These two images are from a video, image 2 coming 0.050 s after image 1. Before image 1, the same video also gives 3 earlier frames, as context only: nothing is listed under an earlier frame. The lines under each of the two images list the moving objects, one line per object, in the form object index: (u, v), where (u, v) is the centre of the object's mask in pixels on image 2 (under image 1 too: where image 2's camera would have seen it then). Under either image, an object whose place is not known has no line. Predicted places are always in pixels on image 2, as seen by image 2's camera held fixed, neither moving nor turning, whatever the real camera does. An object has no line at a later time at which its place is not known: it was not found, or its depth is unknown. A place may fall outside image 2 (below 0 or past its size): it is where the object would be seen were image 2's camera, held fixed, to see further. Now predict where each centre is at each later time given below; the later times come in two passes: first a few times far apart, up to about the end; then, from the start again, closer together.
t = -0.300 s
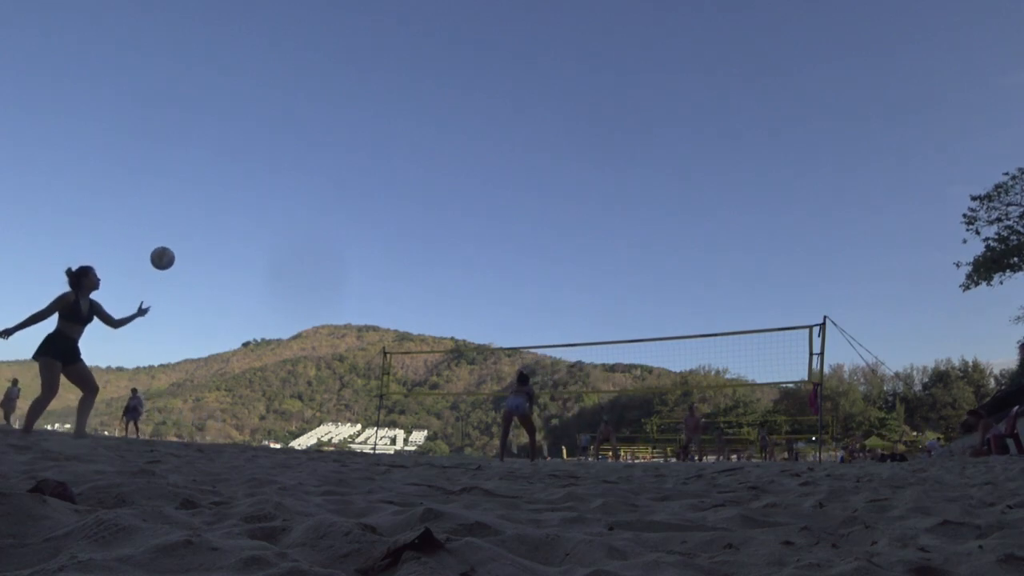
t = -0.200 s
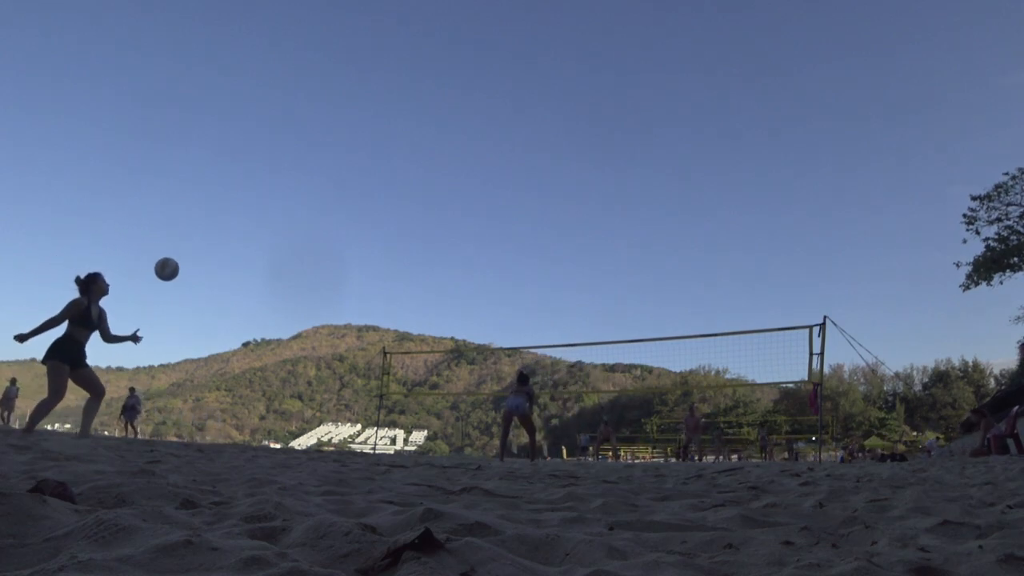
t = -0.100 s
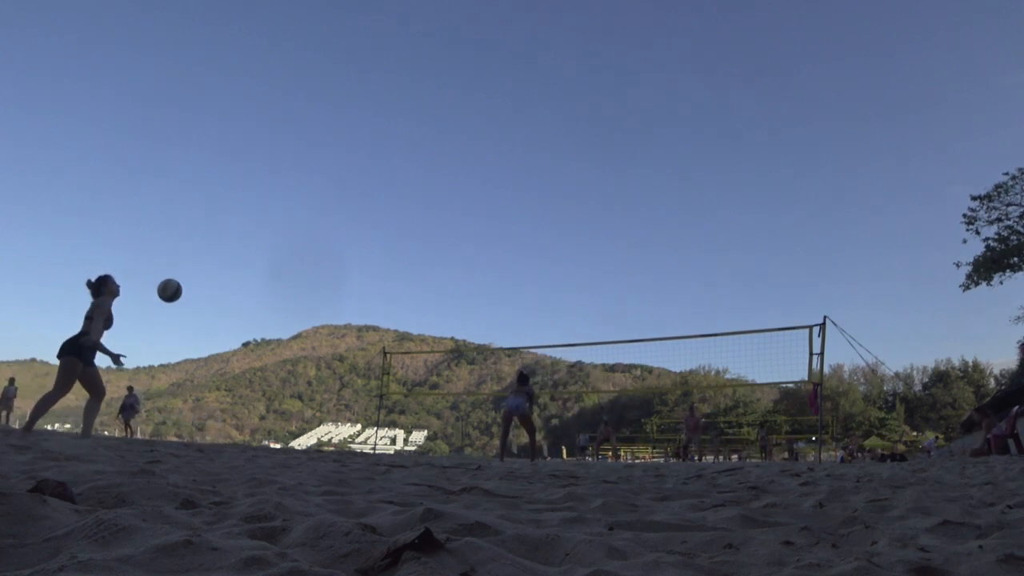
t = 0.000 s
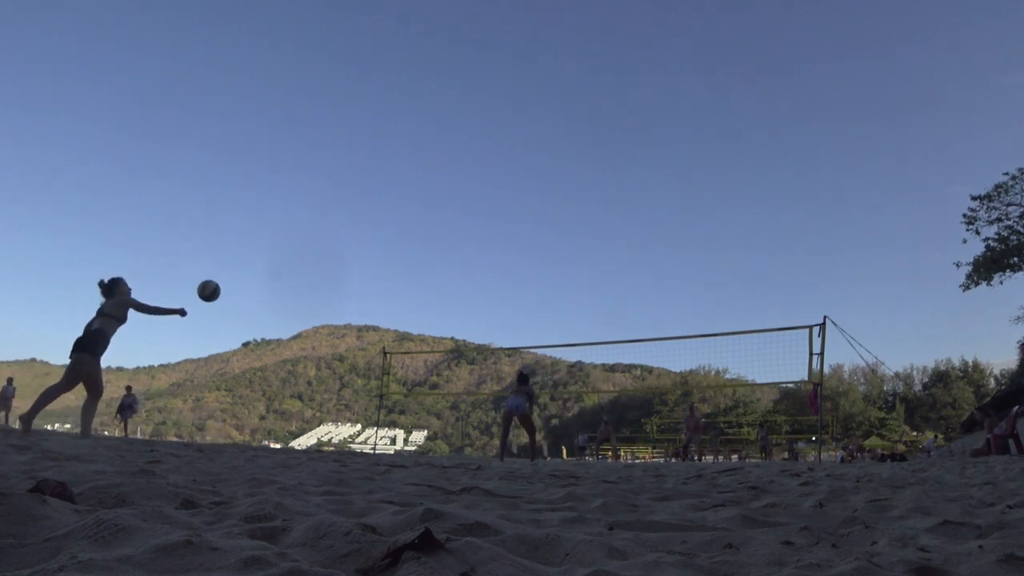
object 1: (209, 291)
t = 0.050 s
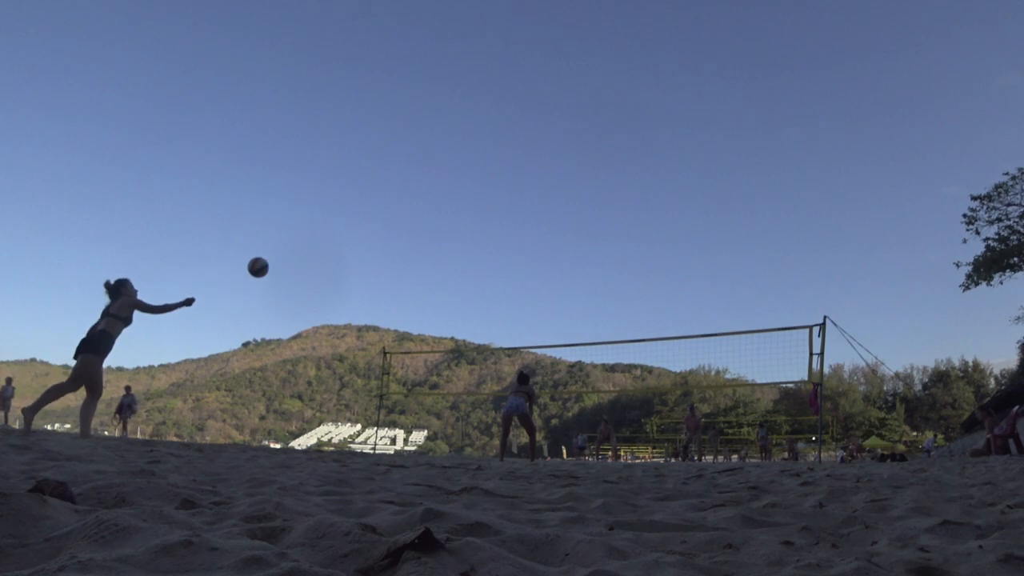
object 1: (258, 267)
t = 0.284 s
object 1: (404, 220)
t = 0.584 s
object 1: (494, 221)
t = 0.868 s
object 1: (540, 256)
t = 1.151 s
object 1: (571, 307)
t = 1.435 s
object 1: (591, 370)
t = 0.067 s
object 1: (273, 260)
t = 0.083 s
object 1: (286, 255)
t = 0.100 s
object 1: (300, 249)
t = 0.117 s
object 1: (312, 245)
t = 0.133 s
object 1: (323, 241)
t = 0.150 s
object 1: (334, 237)
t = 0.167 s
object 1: (345, 234)
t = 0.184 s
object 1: (355, 231)
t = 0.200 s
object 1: (364, 229)
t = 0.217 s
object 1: (373, 227)
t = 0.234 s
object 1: (382, 225)
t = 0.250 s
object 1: (389, 223)
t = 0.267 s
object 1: (397, 221)
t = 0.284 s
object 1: (404, 220)
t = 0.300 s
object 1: (411, 219)
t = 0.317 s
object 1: (417, 218)
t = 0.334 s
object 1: (424, 217)
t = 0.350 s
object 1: (430, 216)
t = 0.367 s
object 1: (435, 216)
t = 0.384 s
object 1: (441, 215)
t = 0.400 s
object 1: (446, 215)
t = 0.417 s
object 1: (451, 215)
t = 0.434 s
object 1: (456, 215)
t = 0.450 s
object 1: (461, 215)
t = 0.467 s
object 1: (466, 215)
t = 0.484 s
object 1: (470, 216)
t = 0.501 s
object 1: (475, 216)
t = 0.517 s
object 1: (479, 217)
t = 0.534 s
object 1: (483, 218)
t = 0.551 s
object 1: (486, 219)
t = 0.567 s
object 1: (490, 220)
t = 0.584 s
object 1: (494, 221)
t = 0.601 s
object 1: (497, 222)
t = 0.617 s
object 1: (501, 224)
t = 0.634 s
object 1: (504, 226)
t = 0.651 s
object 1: (507, 227)
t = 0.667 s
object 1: (510, 229)
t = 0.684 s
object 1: (513, 231)
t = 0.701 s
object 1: (516, 232)
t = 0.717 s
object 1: (519, 235)
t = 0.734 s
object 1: (522, 236)
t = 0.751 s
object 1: (524, 239)
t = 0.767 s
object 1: (527, 241)
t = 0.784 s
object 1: (529, 243)
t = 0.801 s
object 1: (531, 246)
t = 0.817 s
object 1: (534, 248)
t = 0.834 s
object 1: (536, 250)
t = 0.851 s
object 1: (538, 253)
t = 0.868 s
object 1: (540, 256)
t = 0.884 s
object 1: (542, 258)
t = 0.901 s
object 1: (545, 261)
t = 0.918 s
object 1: (547, 264)
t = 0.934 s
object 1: (549, 266)
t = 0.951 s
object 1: (550, 269)
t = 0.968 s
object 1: (552, 272)
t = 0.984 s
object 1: (554, 275)
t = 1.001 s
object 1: (556, 278)
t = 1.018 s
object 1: (558, 281)
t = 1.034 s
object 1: (559, 284)
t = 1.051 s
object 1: (561, 287)
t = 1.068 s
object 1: (563, 290)
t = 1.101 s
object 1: (566, 297)
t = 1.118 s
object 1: (568, 300)
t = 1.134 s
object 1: (569, 303)
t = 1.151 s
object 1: (571, 307)
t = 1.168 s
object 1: (572, 310)
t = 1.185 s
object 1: (573, 314)
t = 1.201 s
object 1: (575, 317)
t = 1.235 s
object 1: (577, 324)
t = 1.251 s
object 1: (579, 328)
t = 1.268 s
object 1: (580, 331)
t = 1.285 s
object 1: (581, 335)
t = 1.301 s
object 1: (582, 339)
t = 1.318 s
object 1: (584, 342)
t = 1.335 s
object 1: (585, 347)
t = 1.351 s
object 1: (586, 350)
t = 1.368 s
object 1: (587, 354)
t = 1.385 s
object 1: (588, 358)
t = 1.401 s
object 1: (589, 362)
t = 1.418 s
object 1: (590, 365)
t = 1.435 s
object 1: (591, 370)
